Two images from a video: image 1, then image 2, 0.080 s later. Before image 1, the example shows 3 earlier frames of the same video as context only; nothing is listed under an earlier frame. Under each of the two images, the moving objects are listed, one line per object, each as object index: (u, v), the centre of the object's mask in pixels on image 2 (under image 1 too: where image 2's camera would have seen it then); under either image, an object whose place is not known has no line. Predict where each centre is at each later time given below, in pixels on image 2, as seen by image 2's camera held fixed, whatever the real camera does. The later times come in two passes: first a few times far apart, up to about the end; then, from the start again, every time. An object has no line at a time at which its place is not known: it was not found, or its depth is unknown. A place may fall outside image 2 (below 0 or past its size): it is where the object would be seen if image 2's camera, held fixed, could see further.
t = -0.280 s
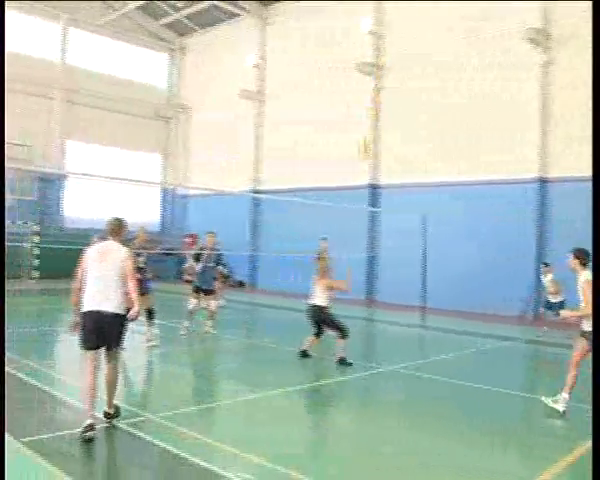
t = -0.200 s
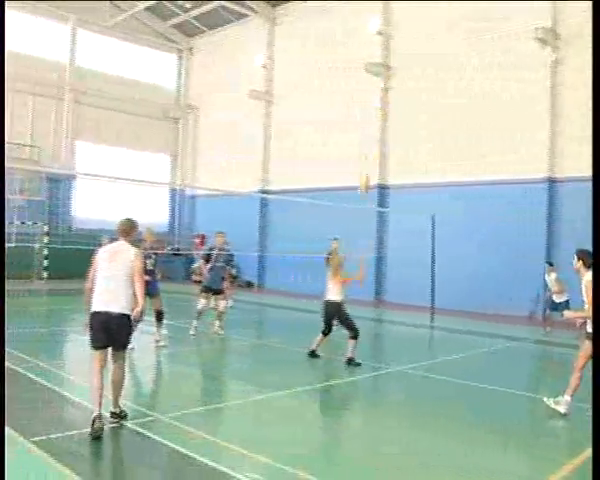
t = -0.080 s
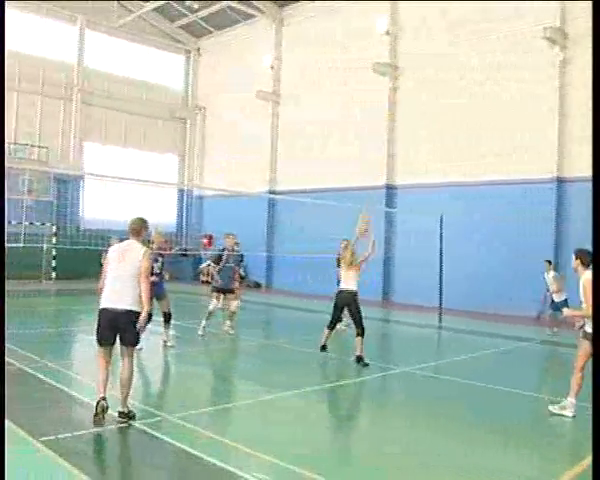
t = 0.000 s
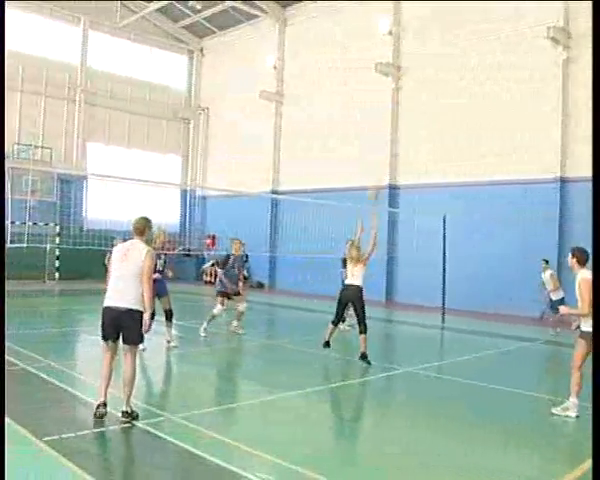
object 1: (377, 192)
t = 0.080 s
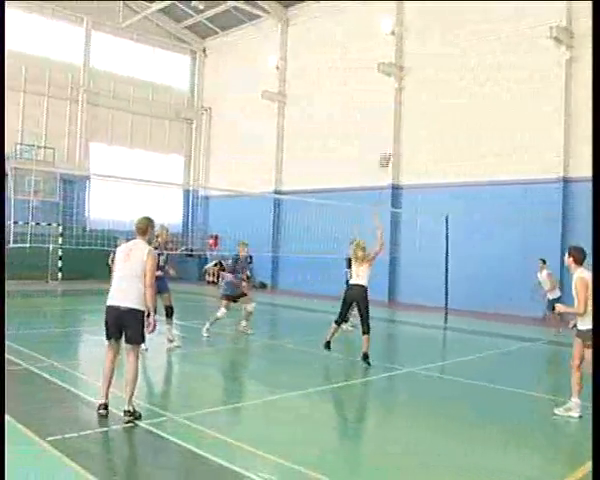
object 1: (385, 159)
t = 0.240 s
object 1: (400, 115)
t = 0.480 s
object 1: (416, 85)
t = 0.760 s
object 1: (431, 94)
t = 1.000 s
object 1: (441, 133)
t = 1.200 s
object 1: (448, 185)
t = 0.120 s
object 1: (389, 147)
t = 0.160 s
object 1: (392, 134)
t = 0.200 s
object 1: (395, 124)
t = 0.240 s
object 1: (400, 115)
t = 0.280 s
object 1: (404, 108)
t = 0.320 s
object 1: (407, 100)
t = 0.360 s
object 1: (408, 95)
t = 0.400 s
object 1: (410, 92)
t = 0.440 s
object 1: (413, 88)
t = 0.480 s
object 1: (416, 85)
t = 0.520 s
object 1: (418, 84)
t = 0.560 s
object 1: (419, 84)
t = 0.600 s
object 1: (422, 84)
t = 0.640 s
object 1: (424, 85)
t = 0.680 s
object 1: (426, 86)
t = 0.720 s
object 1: (430, 89)
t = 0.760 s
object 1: (431, 94)
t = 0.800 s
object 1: (434, 99)
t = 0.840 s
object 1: (435, 104)
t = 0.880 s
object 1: (437, 110)
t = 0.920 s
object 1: (439, 117)
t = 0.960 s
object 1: (440, 124)
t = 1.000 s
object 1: (441, 133)
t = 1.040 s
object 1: (443, 143)
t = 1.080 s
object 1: (444, 150)
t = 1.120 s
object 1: (446, 162)
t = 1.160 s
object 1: (448, 173)
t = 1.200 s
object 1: (448, 185)
